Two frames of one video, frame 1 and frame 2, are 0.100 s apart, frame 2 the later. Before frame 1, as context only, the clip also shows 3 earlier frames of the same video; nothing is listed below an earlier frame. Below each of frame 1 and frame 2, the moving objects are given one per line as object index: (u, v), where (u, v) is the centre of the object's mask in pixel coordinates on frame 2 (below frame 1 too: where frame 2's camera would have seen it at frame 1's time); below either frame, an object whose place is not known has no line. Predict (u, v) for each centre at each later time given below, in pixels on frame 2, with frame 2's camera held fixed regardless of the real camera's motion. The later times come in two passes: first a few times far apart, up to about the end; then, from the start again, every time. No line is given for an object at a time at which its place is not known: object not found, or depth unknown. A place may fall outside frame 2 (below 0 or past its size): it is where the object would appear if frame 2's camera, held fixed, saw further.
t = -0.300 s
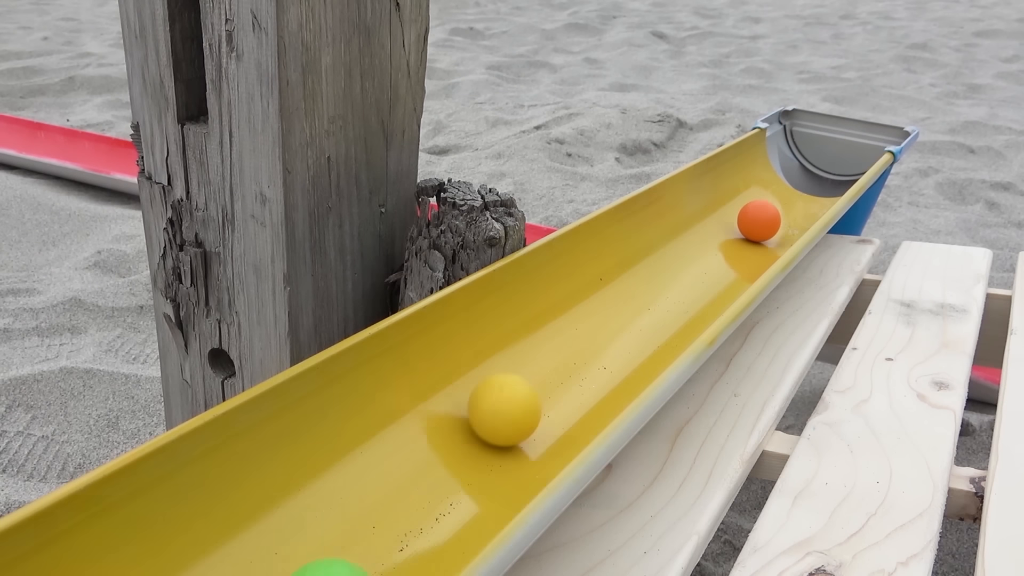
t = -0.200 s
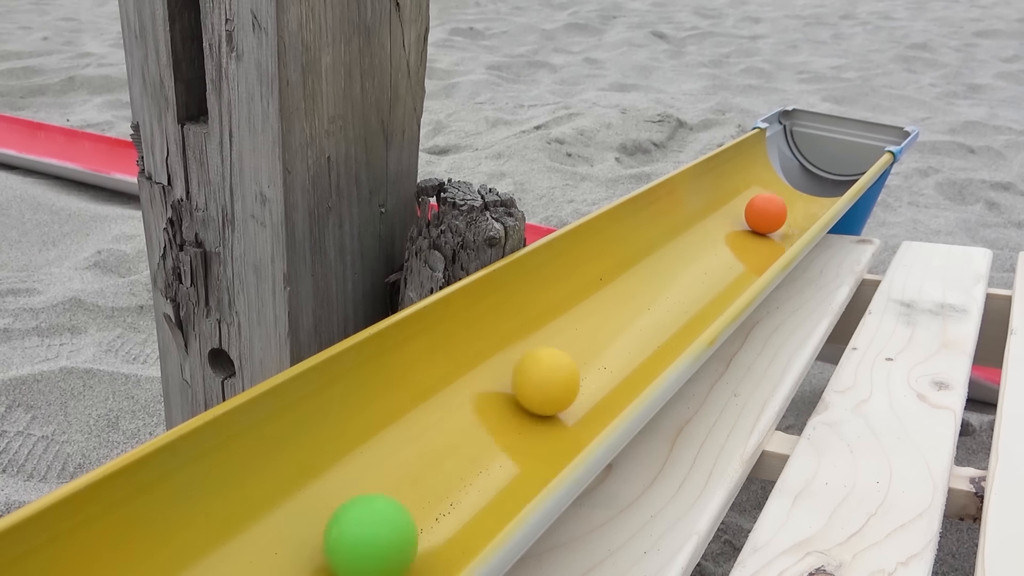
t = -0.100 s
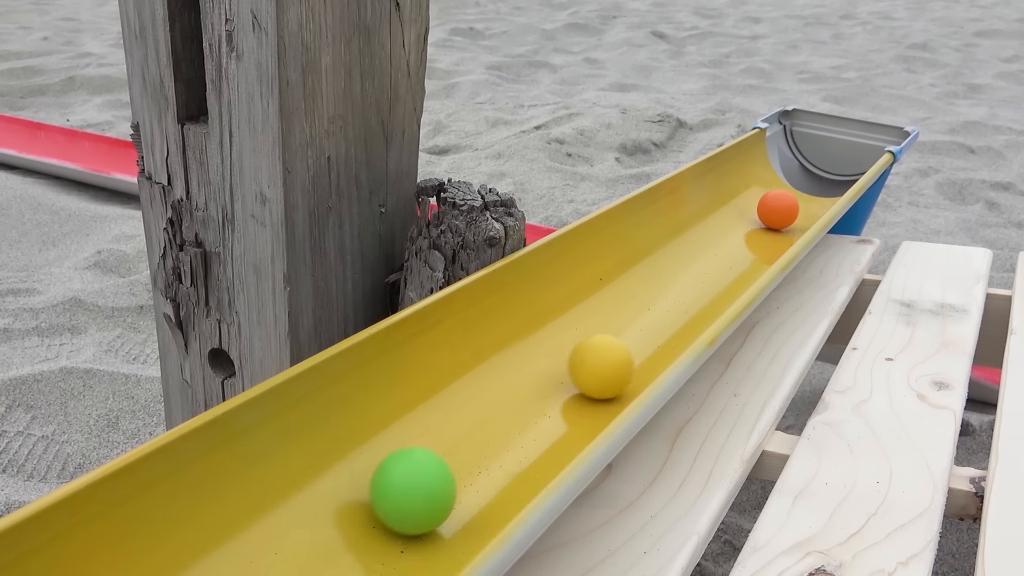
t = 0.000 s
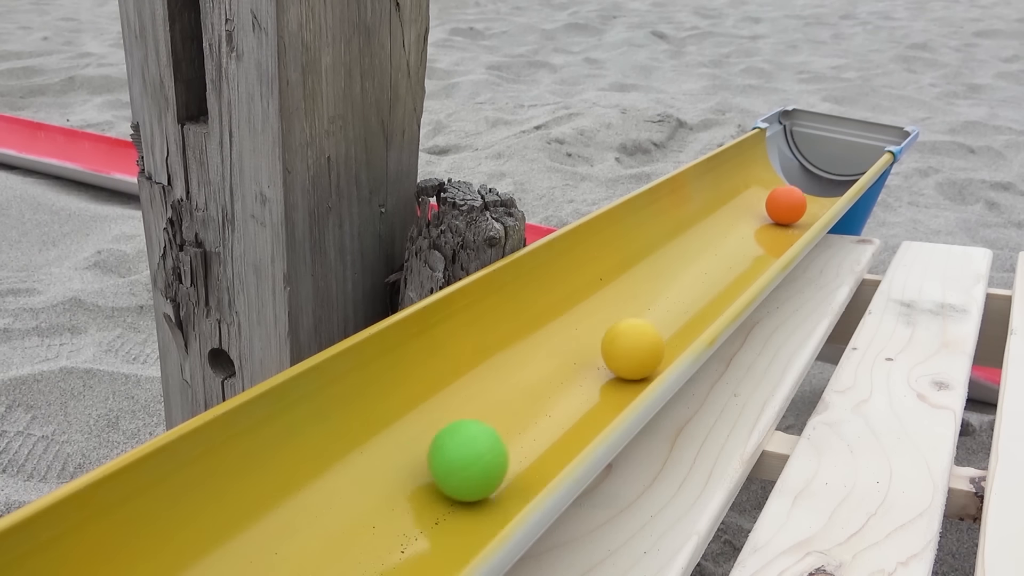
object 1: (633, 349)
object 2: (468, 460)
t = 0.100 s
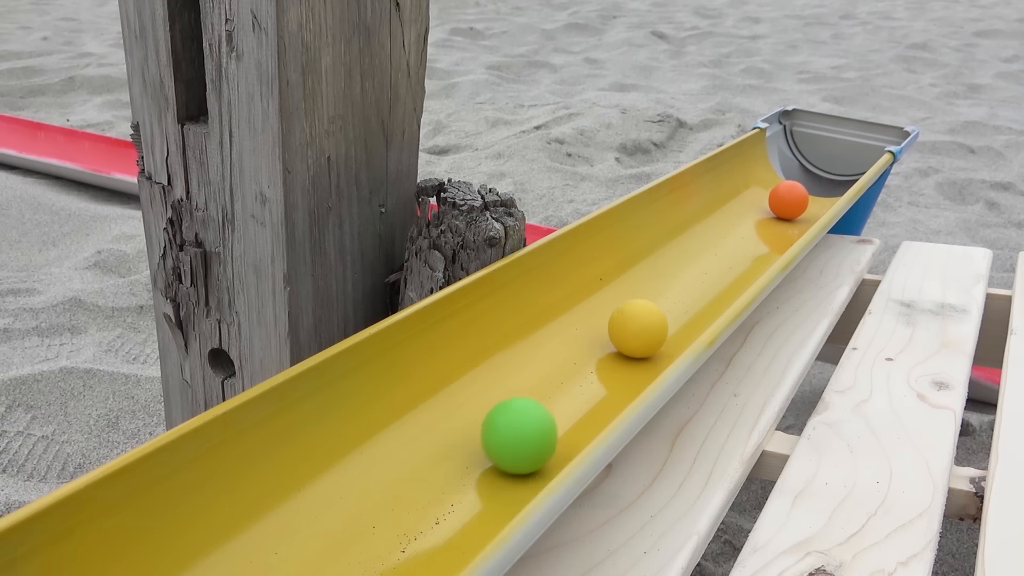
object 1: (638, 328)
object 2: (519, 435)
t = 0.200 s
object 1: (641, 308)
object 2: (549, 410)
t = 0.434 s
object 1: (689, 288)
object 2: (589, 358)
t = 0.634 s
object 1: (708, 270)
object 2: (644, 333)
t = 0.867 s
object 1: (725, 252)
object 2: (656, 299)
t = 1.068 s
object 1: (746, 242)
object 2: (698, 285)
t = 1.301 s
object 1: (767, 224)
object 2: (723, 254)
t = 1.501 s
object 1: (772, 208)
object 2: (737, 230)
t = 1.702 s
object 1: (793, 196)
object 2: (766, 216)
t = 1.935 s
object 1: (807, 181)
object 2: (792, 201)
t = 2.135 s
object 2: (815, 187)
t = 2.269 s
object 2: (816, 180)
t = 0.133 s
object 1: (638, 321)
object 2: (533, 427)
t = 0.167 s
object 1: (639, 314)
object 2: (543, 418)
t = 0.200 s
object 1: (641, 308)
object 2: (549, 410)
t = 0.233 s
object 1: (645, 303)
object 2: (554, 400)
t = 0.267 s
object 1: (650, 299)
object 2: (557, 391)
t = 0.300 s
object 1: (657, 297)
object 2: (560, 383)
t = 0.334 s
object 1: (664, 295)
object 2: (566, 376)
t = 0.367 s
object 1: (673, 293)
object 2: (572, 369)
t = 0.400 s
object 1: (682, 291)
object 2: (579, 363)
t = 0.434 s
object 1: (689, 288)
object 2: (589, 358)
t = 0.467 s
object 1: (696, 285)
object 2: (600, 354)
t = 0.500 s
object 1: (702, 283)
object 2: (611, 350)
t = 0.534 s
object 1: (706, 280)
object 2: (622, 347)
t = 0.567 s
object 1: (708, 276)
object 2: (632, 343)
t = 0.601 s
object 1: (709, 273)
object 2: (639, 338)
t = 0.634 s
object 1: (708, 270)
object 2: (644, 333)
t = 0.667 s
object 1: (707, 266)
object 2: (646, 329)
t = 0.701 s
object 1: (707, 262)
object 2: (647, 323)
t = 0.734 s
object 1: (707, 259)
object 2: (646, 317)
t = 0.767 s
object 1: (709, 256)
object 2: (646, 312)
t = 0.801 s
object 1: (713, 254)
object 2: (647, 307)
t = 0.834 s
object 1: (718, 253)
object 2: (651, 302)
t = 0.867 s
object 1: (725, 252)
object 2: (656, 299)
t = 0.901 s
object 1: (731, 251)
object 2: (662, 297)
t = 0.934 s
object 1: (736, 249)
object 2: (670, 294)
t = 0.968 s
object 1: (741, 248)
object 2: (678, 293)
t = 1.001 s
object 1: (744, 246)
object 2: (686, 290)
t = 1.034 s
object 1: (746, 244)
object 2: (693, 288)
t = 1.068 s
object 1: (746, 242)
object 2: (698, 285)
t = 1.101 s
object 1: (746, 239)
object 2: (702, 283)
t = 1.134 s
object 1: (744, 237)
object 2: (704, 280)
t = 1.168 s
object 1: (743, 234)
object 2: (704, 276)
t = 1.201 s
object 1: (743, 229)
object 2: (703, 269)
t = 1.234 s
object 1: (747, 226)
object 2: (704, 262)
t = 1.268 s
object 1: (756, 225)
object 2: (711, 257)
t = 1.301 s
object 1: (767, 224)
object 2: (723, 254)
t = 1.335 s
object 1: (776, 223)
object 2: (736, 252)
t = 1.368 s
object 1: (778, 220)
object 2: (746, 249)
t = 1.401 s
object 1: (773, 215)
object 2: (747, 245)
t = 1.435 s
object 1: (768, 212)
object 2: (742, 241)
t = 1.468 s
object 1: (768, 209)
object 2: (738, 235)
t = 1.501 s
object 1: (772, 208)
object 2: (737, 230)
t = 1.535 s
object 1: (779, 207)
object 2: (743, 227)
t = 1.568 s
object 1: (787, 206)
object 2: (755, 227)
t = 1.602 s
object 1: (793, 203)
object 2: (768, 227)
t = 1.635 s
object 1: (797, 200)
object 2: (774, 224)
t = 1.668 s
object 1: (796, 198)
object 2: (773, 221)
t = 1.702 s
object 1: (793, 196)
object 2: (766, 216)
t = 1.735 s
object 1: (789, 192)
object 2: (761, 210)
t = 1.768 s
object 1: (793, 192)
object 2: (765, 208)
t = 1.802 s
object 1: (802, 192)
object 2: (774, 208)
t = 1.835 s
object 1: (811, 192)
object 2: (784, 208)
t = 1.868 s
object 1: (814, 188)
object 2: (792, 207)
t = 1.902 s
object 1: (810, 184)
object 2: (795, 204)
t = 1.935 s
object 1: (807, 181)
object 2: (792, 201)
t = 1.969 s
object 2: (788, 197)
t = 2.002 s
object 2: (789, 194)
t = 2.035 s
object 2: (794, 192)
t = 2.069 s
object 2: (803, 191)
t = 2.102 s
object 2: (811, 189)
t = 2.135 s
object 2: (815, 187)
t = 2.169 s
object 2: (814, 184)
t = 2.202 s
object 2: (811, 181)
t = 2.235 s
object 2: (812, 177)
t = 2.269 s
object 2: (816, 180)
